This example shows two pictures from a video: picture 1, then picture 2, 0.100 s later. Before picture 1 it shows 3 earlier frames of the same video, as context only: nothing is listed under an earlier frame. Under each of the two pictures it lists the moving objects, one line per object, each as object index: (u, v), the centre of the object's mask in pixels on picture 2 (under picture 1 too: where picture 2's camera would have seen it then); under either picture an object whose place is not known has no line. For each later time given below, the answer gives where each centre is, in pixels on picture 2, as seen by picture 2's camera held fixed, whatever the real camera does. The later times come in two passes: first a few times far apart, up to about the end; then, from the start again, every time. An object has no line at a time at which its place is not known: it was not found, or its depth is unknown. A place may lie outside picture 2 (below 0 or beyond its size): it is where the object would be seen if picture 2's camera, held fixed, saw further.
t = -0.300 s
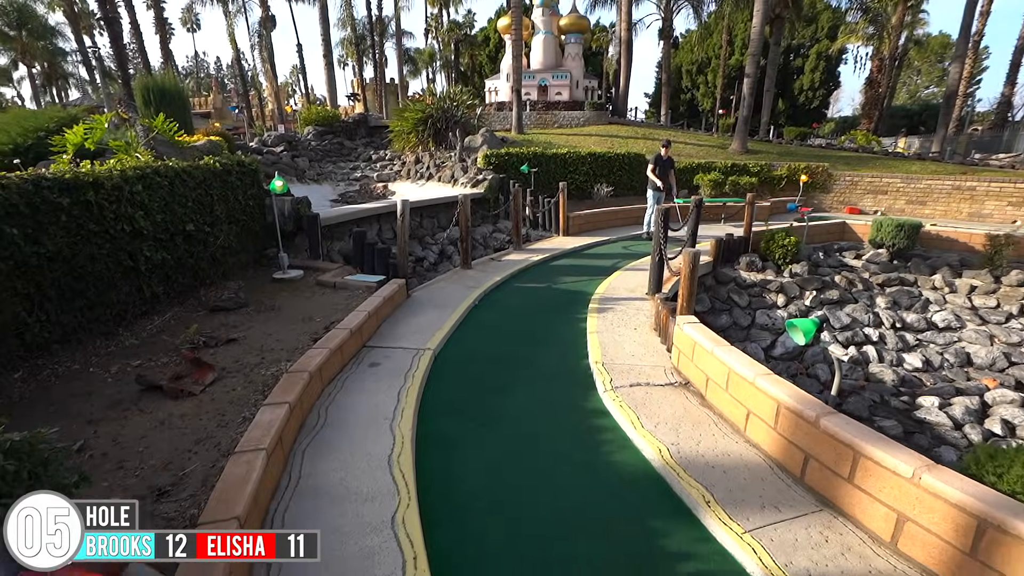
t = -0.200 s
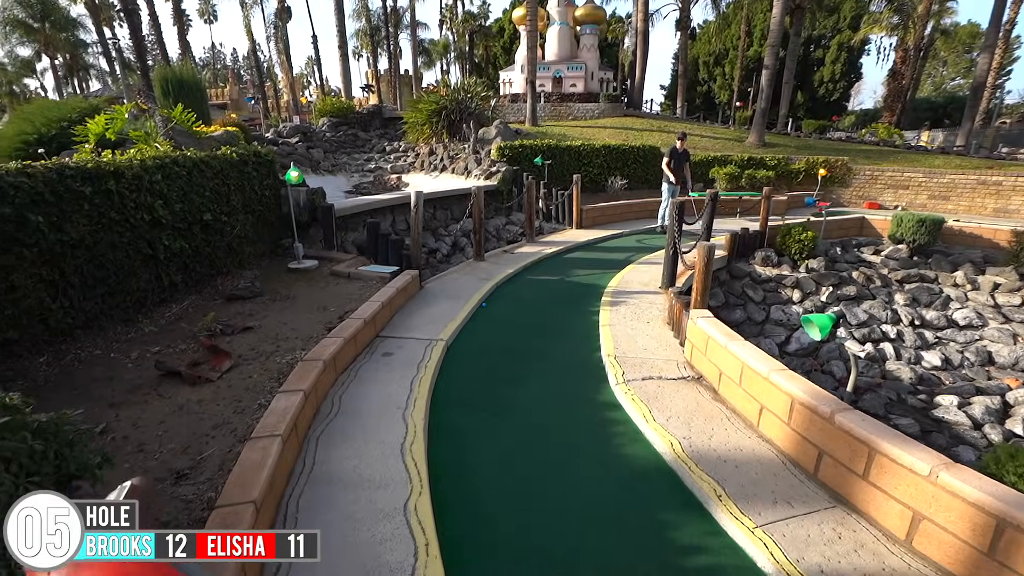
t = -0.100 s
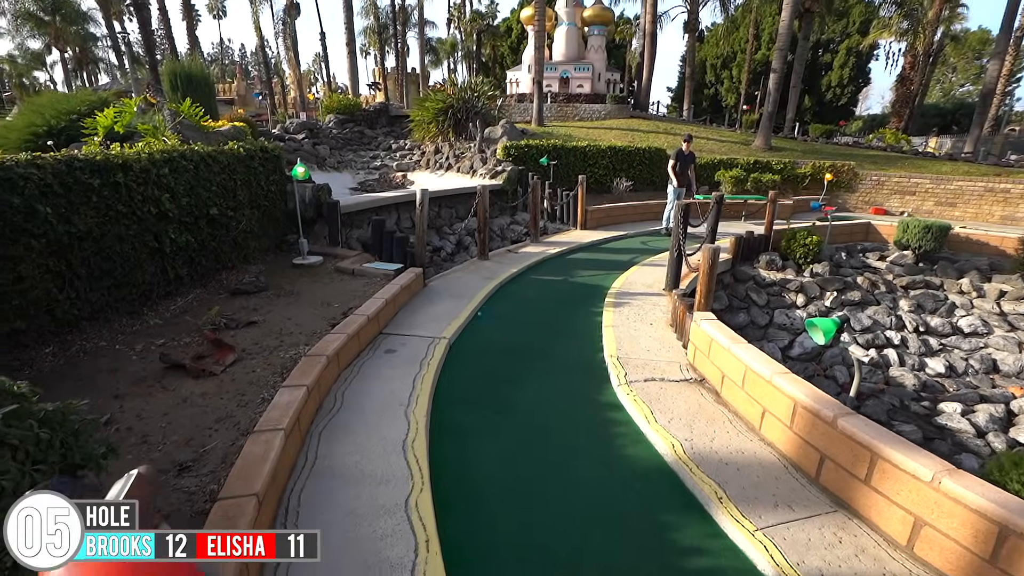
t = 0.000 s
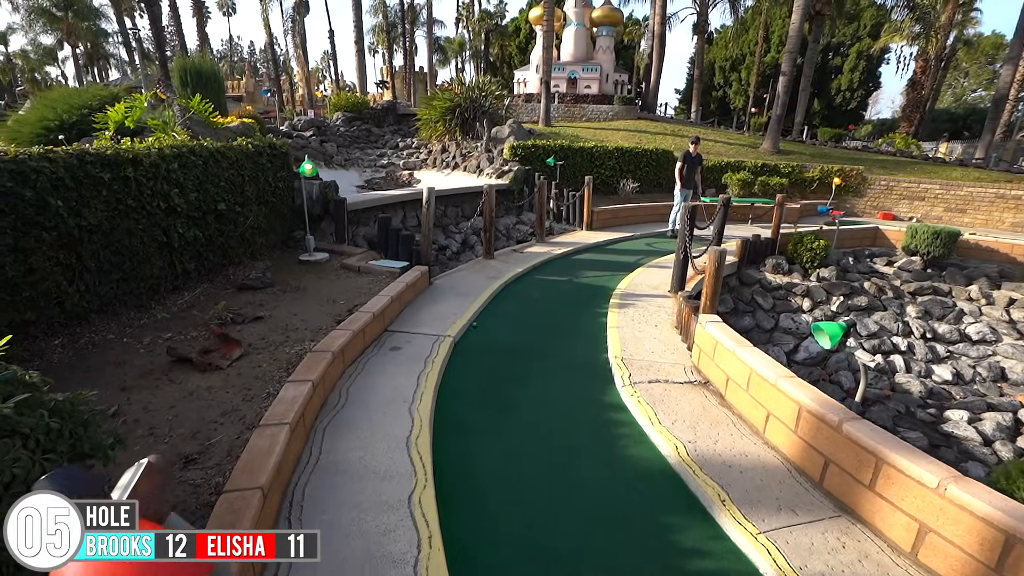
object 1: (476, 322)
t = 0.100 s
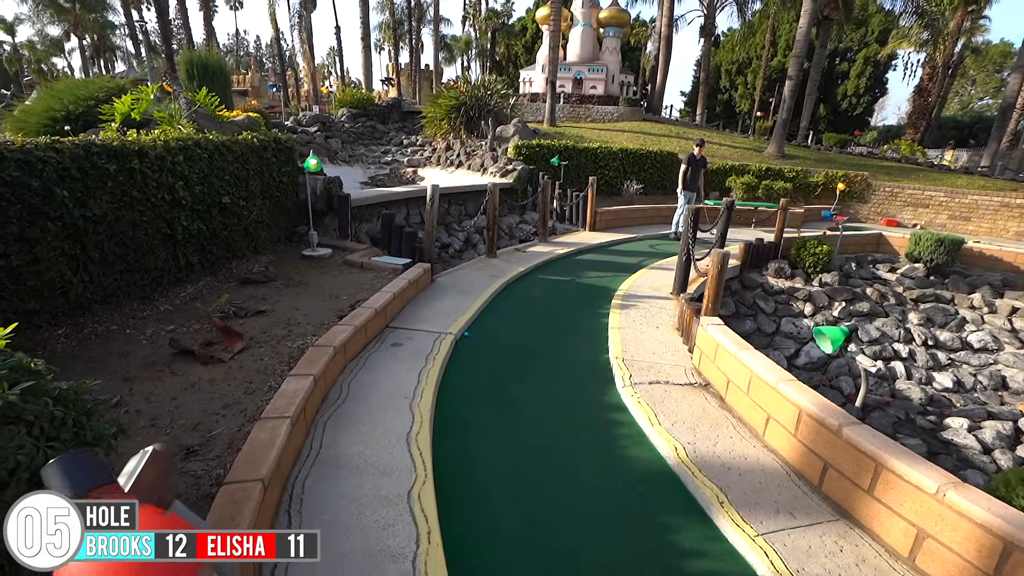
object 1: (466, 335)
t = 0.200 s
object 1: (455, 348)
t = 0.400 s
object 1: (454, 379)
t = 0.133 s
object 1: (462, 339)
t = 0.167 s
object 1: (458, 343)
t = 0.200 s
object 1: (455, 348)
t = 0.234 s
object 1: (455, 352)
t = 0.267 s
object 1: (455, 358)
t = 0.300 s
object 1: (455, 363)
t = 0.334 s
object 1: (455, 369)
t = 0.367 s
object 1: (454, 373)
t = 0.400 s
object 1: (454, 379)
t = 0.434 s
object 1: (453, 385)
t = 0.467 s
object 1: (453, 391)
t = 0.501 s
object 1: (452, 398)
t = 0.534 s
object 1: (451, 404)
